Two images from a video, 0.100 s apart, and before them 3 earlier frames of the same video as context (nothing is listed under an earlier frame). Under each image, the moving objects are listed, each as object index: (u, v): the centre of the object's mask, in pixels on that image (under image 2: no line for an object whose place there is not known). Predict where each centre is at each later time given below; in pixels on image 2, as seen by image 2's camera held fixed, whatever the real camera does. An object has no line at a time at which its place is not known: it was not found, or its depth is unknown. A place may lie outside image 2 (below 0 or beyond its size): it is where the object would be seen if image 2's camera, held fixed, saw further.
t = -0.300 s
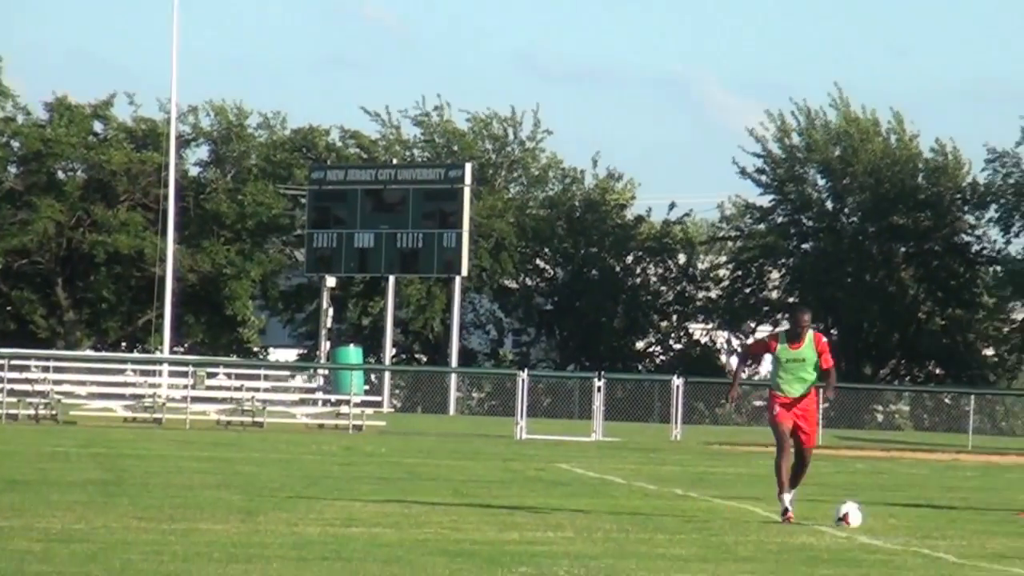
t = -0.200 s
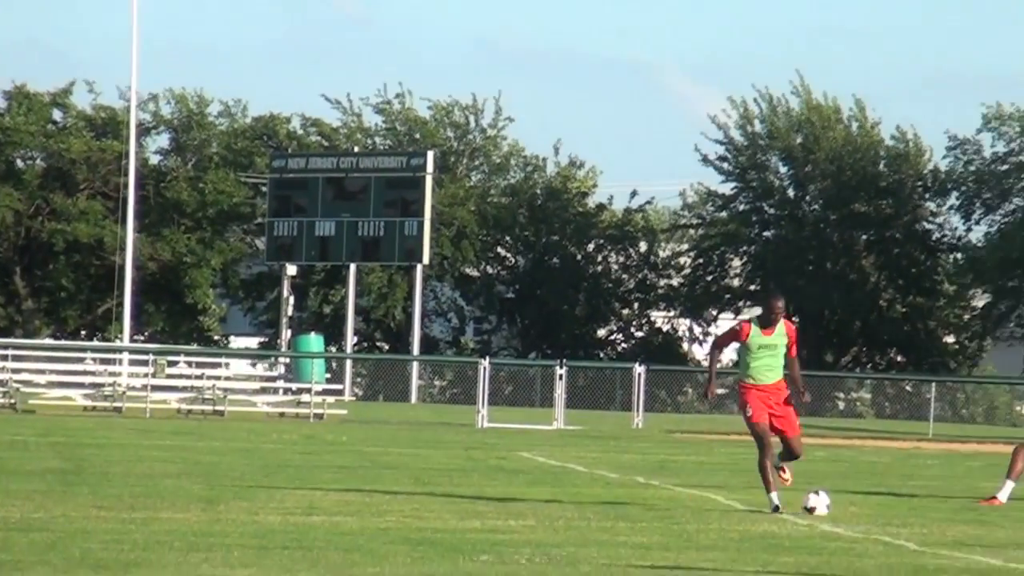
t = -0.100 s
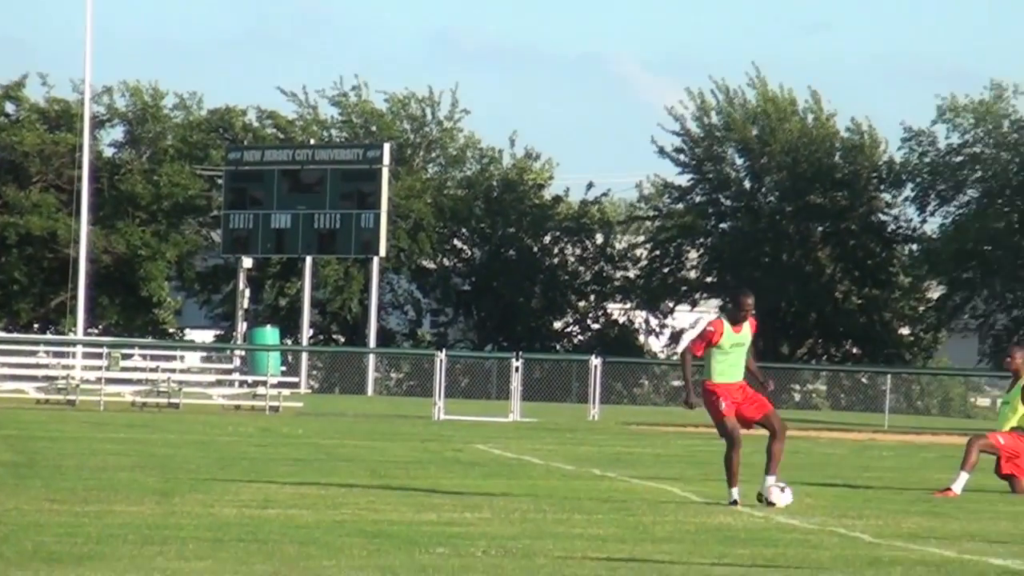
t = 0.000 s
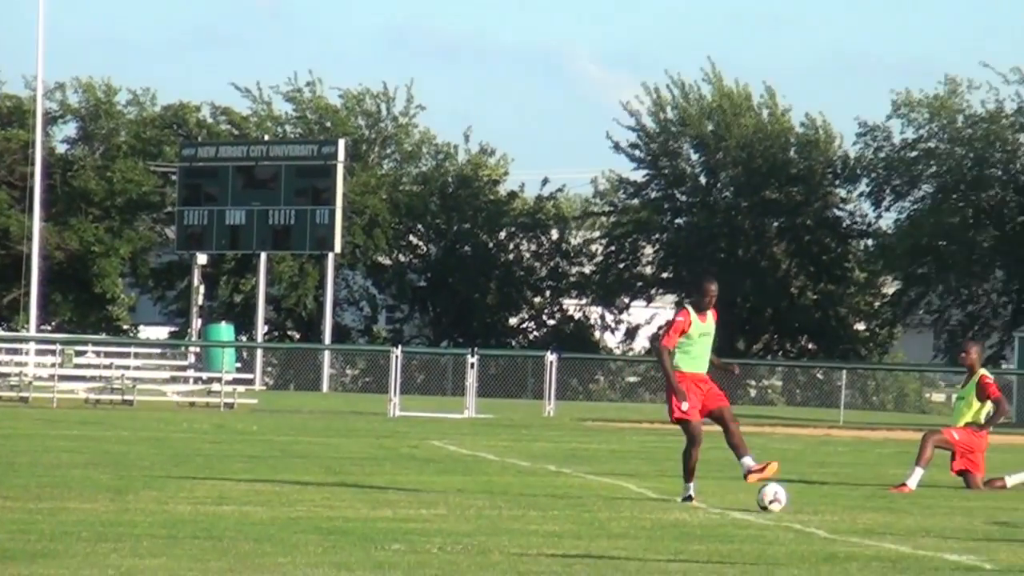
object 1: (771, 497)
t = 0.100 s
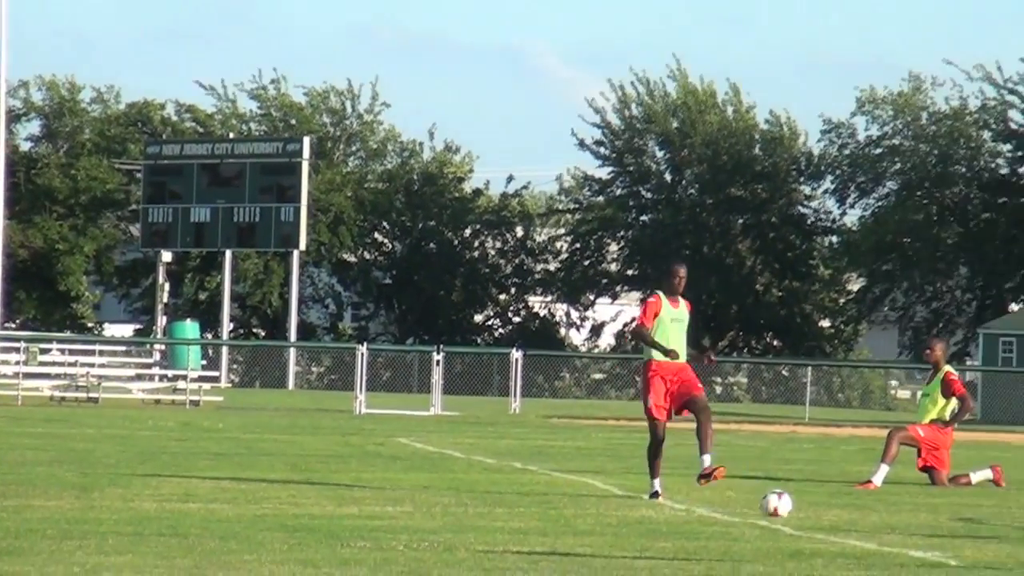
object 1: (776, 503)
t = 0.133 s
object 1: (789, 506)
